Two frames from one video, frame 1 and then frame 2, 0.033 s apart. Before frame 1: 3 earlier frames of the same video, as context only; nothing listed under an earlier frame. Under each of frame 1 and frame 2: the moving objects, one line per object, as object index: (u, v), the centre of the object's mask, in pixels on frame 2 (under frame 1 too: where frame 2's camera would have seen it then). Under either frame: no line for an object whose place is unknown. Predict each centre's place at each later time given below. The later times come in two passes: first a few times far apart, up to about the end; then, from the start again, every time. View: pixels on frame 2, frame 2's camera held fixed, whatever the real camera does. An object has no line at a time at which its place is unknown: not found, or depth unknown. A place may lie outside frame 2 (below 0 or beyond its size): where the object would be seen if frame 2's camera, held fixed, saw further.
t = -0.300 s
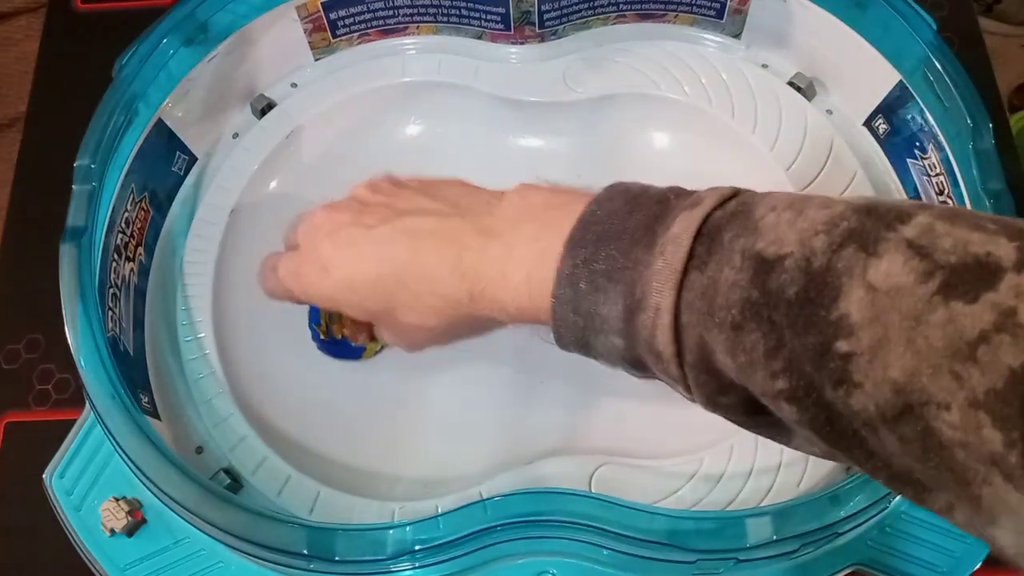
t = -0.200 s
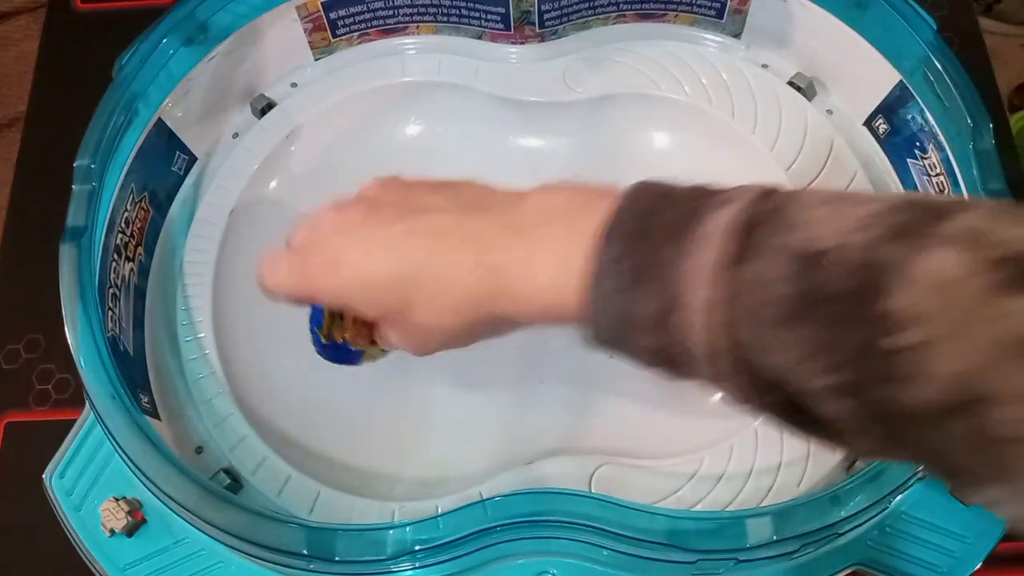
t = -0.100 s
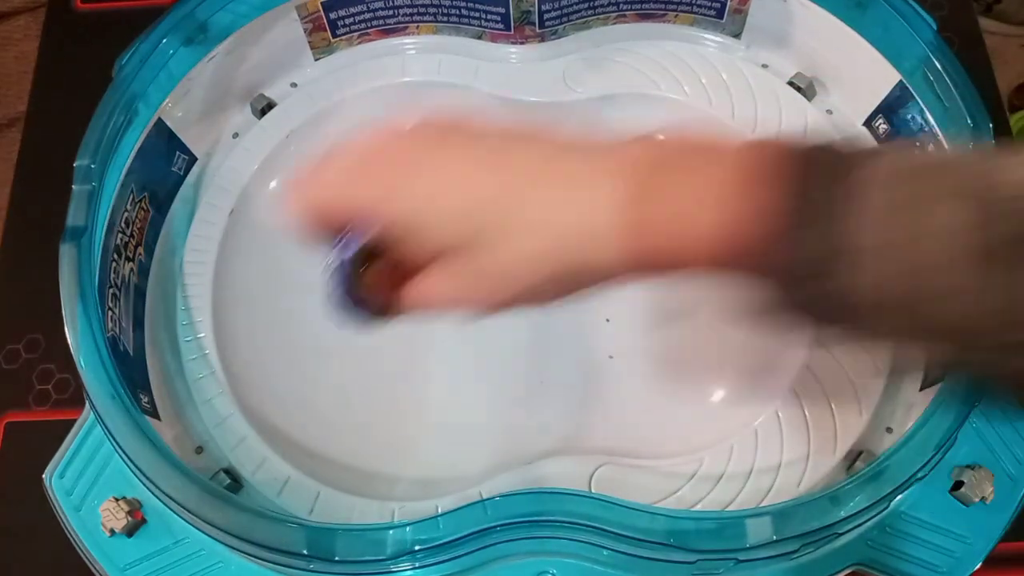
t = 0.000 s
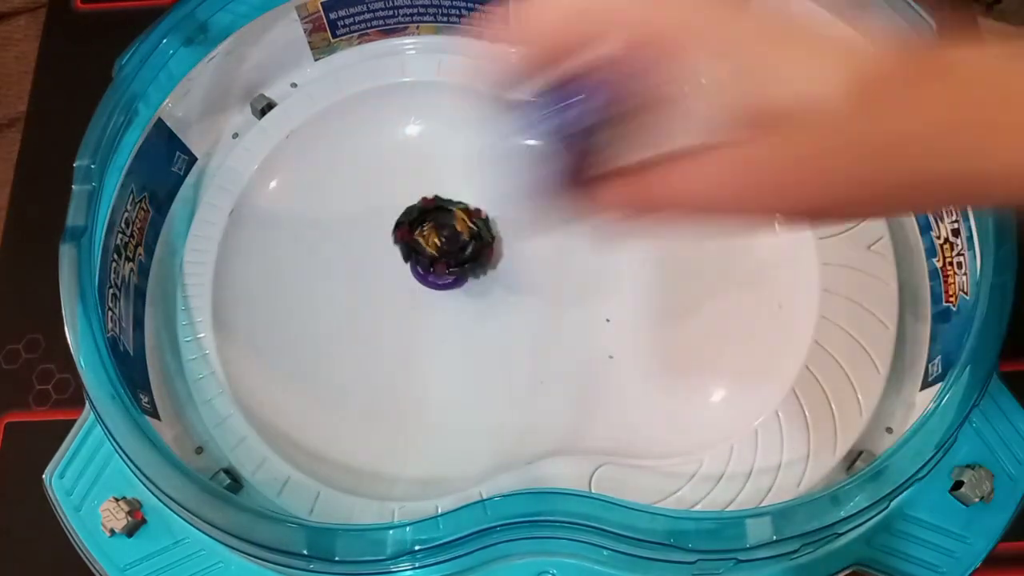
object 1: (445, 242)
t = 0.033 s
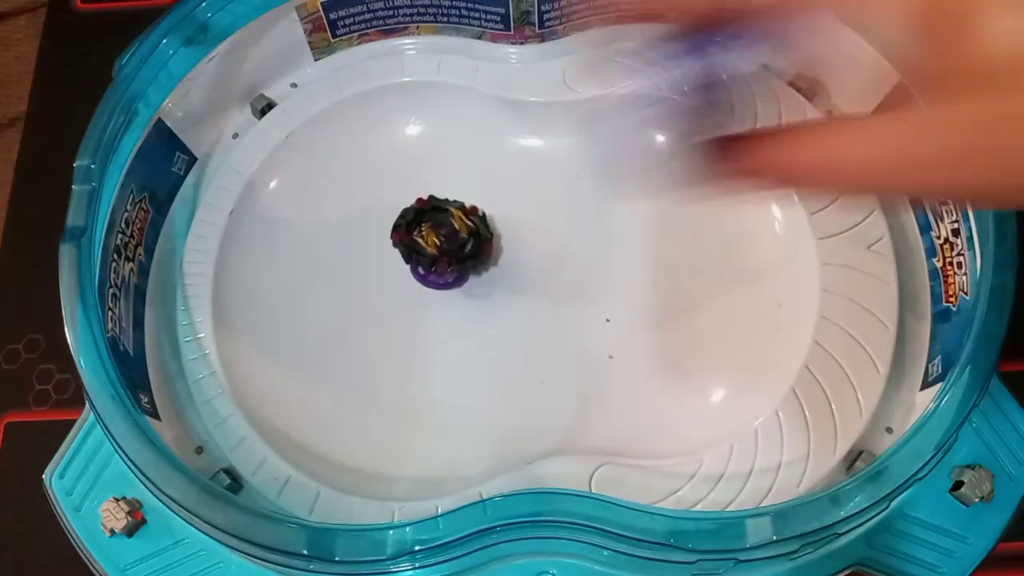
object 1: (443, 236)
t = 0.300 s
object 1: (412, 238)
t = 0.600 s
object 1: (430, 289)
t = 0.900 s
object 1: (428, 289)
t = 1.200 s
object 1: (408, 252)
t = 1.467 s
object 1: (413, 247)
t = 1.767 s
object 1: (409, 281)
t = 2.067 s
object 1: (416, 287)
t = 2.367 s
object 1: (404, 261)
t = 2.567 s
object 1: (407, 254)
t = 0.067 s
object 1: (442, 236)
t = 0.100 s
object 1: (440, 234)
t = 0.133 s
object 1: (438, 234)
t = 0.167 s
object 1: (435, 234)
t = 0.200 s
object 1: (432, 234)
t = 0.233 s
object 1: (425, 233)
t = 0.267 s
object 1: (419, 234)
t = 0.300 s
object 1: (412, 238)
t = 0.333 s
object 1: (408, 244)
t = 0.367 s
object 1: (405, 253)
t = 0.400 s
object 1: (403, 261)
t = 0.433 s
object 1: (403, 268)
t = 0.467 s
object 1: (405, 276)
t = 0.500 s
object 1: (410, 283)
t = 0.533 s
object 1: (418, 287)
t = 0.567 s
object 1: (424, 289)
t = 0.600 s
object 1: (430, 289)
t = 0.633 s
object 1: (435, 288)
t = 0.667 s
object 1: (438, 287)
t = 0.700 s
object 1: (440, 286)
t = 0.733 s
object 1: (440, 285)
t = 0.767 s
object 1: (440, 285)
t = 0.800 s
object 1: (439, 286)
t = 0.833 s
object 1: (436, 287)
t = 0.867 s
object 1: (433, 288)
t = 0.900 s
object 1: (428, 289)
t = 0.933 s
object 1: (423, 289)
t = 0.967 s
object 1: (417, 287)
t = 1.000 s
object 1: (411, 283)
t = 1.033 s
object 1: (406, 278)
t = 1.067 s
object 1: (404, 272)
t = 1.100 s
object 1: (403, 266)
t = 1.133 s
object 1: (404, 261)
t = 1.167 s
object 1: (406, 256)
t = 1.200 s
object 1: (408, 252)
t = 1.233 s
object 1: (411, 249)
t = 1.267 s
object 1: (413, 247)
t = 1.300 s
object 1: (415, 246)
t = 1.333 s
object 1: (416, 245)
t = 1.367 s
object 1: (416, 245)
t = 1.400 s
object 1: (416, 245)
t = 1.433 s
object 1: (415, 246)
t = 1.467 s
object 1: (413, 247)
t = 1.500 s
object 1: (411, 249)
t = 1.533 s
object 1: (409, 252)
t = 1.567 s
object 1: (406, 255)
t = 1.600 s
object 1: (405, 259)
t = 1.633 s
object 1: (404, 264)
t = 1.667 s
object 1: (404, 268)
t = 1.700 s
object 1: (404, 273)
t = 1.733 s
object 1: (406, 277)
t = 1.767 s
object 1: (409, 281)
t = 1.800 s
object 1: (411, 284)
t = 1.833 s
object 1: (414, 286)
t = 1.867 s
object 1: (418, 287)
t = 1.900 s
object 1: (421, 288)
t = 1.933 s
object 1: (422, 288)
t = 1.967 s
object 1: (423, 288)
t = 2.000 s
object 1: (422, 288)
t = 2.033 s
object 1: (419, 288)
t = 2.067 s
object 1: (416, 287)
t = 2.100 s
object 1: (415, 286)
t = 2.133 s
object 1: (412, 284)
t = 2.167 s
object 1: (408, 281)
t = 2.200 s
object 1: (407, 278)
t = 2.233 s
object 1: (404, 274)
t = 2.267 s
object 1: (404, 270)
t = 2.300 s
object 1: (404, 268)
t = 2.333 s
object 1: (403, 265)
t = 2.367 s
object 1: (404, 261)
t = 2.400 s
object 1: (405, 258)
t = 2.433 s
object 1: (405, 257)
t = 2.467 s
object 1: (406, 255)
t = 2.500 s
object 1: (407, 254)
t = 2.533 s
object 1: (407, 254)
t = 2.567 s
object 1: (407, 254)
